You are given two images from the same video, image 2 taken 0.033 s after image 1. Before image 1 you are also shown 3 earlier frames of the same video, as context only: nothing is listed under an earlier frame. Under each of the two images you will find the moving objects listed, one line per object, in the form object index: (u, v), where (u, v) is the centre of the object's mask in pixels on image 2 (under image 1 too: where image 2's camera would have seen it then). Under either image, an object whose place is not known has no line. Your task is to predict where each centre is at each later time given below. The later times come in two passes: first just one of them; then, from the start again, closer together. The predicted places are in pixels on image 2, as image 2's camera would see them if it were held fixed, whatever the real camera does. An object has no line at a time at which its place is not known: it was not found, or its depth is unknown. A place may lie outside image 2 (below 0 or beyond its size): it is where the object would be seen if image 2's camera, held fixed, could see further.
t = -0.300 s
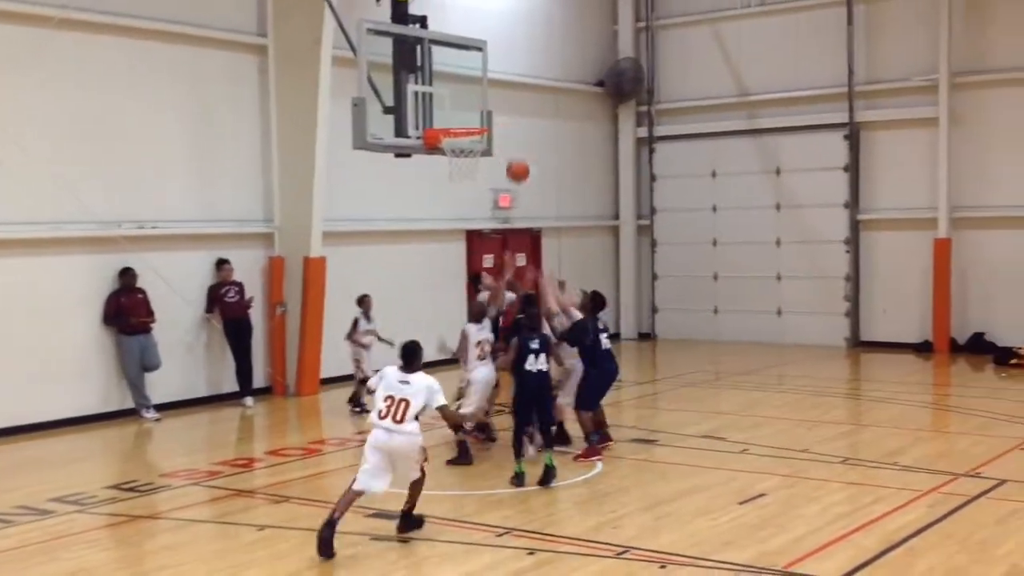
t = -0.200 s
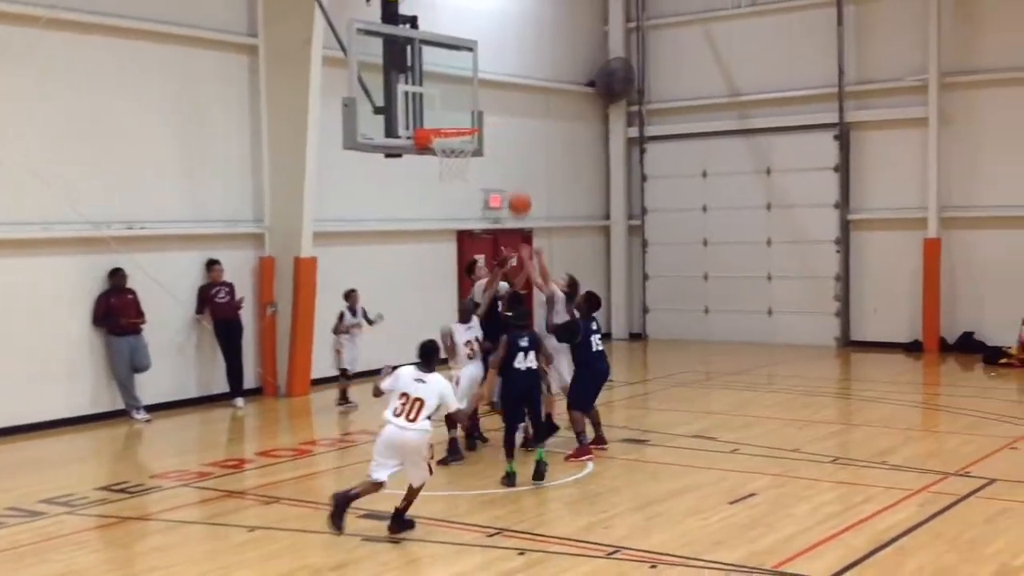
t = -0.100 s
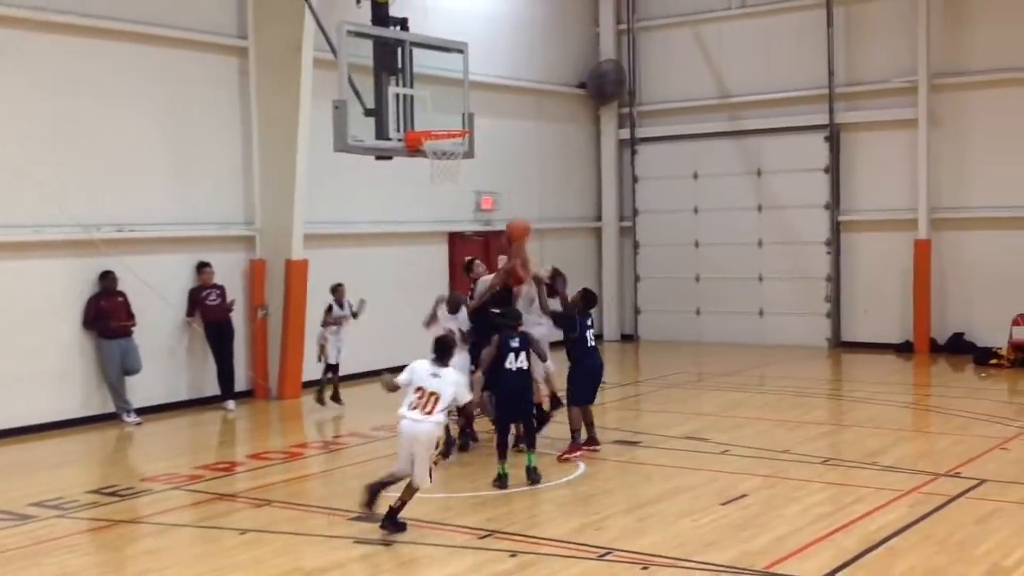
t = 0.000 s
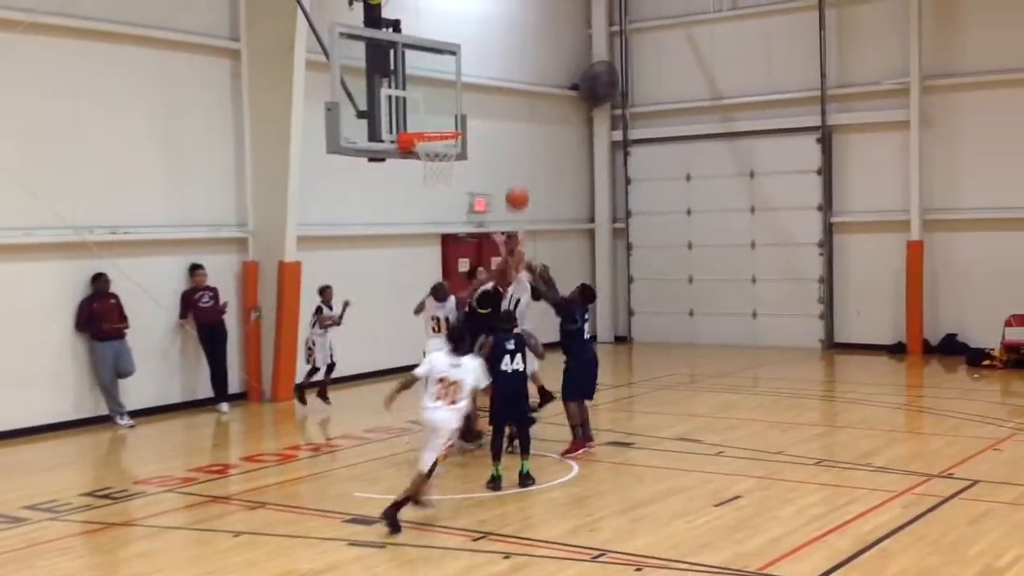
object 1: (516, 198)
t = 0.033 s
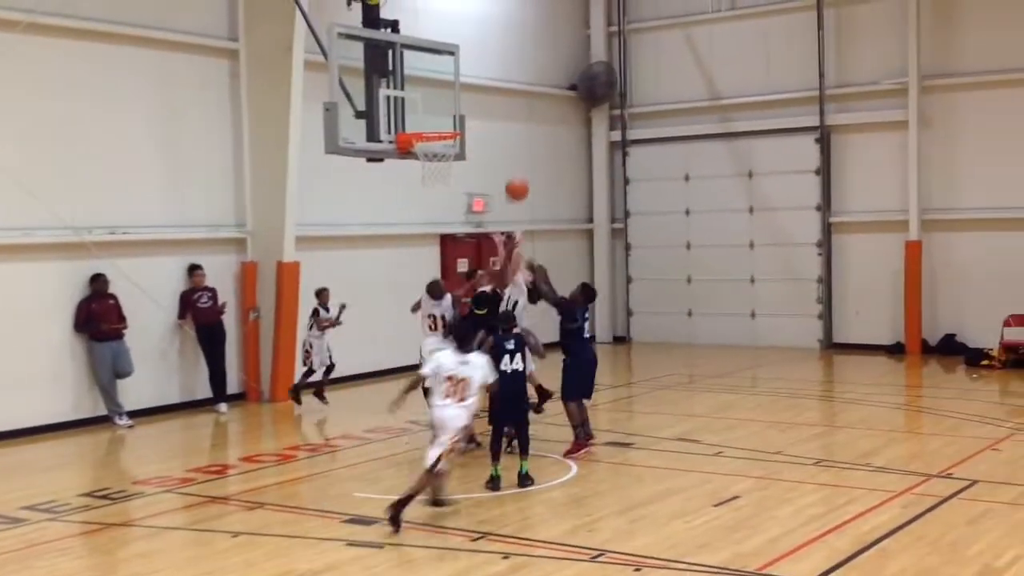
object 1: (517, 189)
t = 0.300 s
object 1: (526, 153)
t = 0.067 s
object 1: (518, 181)
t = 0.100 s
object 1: (518, 174)
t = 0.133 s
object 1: (520, 167)
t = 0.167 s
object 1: (521, 163)
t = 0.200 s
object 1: (522, 158)
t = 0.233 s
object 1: (523, 155)
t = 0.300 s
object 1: (526, 153)
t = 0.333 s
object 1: (527, 153)
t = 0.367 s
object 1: (528, 155)
